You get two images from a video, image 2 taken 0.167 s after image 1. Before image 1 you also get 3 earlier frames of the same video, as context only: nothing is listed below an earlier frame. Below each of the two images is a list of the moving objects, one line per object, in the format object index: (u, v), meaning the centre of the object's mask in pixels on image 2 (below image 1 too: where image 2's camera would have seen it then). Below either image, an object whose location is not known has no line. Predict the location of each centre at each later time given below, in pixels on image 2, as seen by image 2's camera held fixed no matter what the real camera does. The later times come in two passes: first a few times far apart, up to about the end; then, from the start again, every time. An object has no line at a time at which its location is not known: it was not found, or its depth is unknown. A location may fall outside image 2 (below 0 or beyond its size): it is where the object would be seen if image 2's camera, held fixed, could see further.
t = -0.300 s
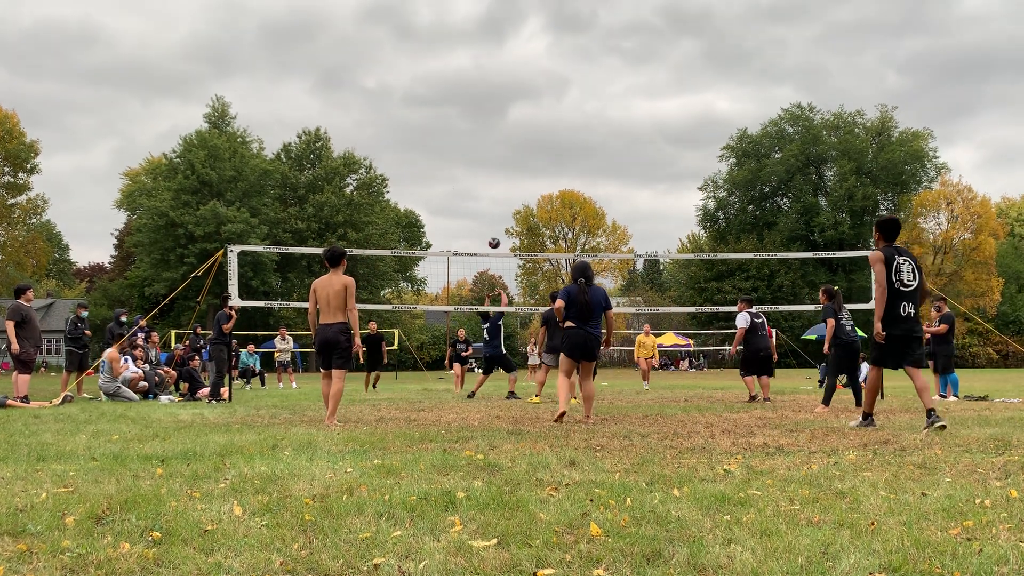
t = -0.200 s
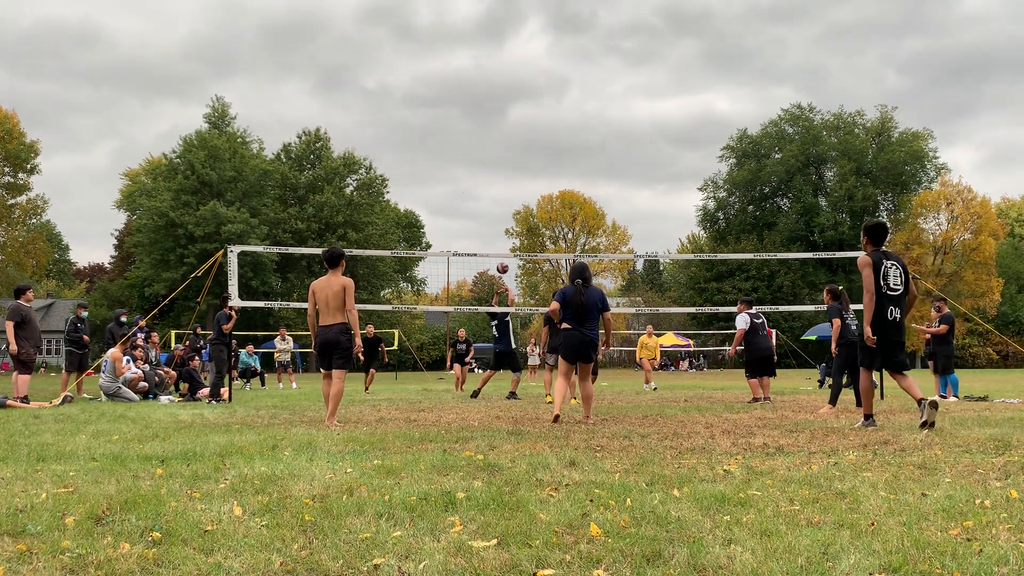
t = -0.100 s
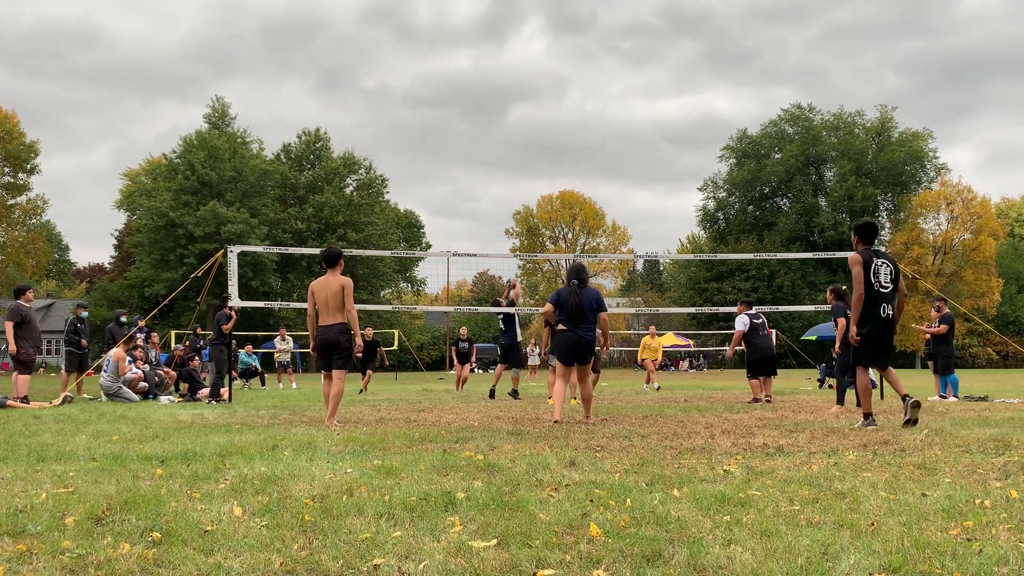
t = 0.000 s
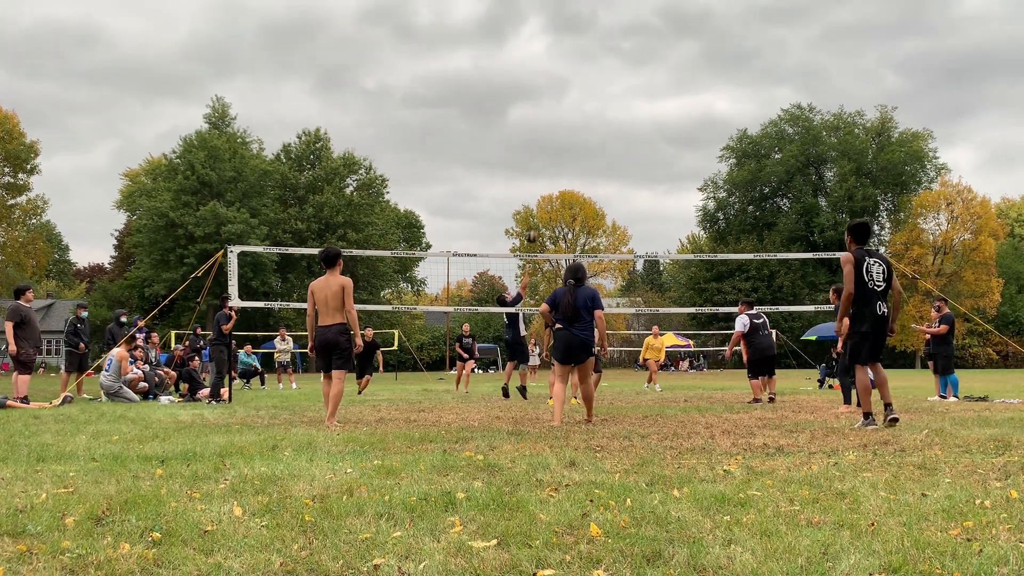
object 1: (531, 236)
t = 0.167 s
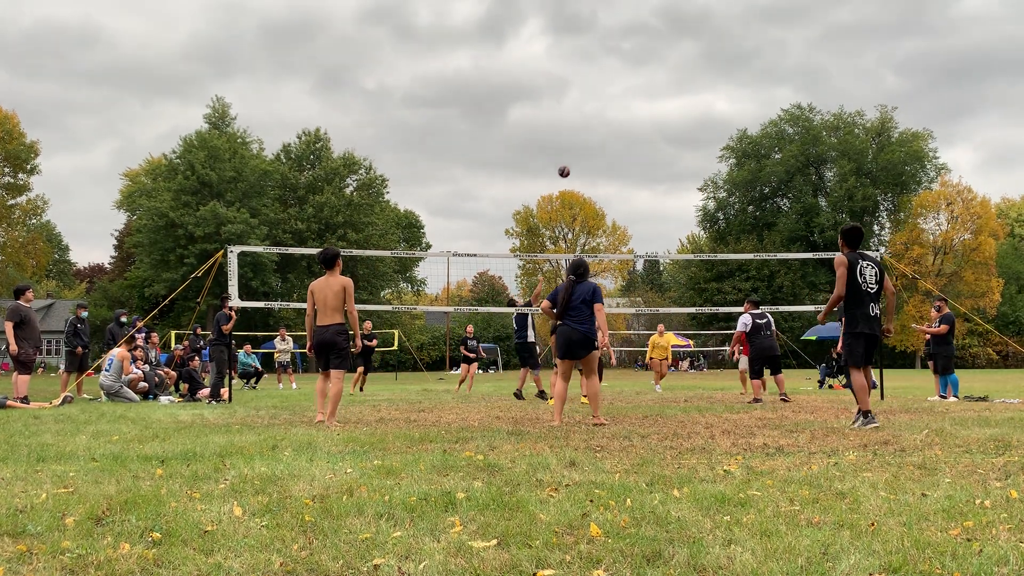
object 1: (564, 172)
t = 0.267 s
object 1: (583, 140)
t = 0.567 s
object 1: (640, 84)
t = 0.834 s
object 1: (690, 79)
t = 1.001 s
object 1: (721, 97)
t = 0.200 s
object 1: (570, 161)
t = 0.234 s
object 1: (577, 150)
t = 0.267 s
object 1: (583, 140)
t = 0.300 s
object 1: (589, 132)
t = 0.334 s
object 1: (596, 123)
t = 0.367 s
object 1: (602, 116)
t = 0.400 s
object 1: (608, 109)
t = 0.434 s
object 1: (614, 103)
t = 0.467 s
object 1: (621, 97)
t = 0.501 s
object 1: (627, 92)
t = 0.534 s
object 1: (633, 88)
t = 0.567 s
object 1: (640, 84)
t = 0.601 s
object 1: (646, 81)
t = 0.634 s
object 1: (652, 79)
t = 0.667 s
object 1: (658, 77)
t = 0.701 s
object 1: (665, 76)
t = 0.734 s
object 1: (671, 76)
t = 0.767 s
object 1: (677, 76)
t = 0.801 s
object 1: (683, 77)
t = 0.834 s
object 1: (690, 79)
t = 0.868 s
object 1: (696, 81)
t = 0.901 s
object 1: (702, 84)
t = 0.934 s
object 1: (708, 88)
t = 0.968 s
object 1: (715, 92)
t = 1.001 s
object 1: (721, 97)
